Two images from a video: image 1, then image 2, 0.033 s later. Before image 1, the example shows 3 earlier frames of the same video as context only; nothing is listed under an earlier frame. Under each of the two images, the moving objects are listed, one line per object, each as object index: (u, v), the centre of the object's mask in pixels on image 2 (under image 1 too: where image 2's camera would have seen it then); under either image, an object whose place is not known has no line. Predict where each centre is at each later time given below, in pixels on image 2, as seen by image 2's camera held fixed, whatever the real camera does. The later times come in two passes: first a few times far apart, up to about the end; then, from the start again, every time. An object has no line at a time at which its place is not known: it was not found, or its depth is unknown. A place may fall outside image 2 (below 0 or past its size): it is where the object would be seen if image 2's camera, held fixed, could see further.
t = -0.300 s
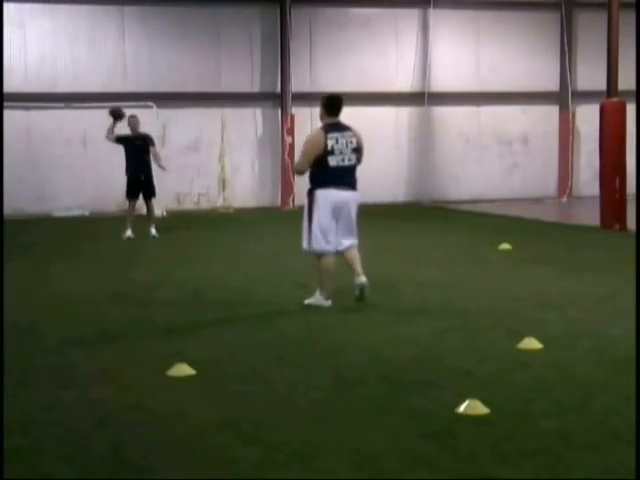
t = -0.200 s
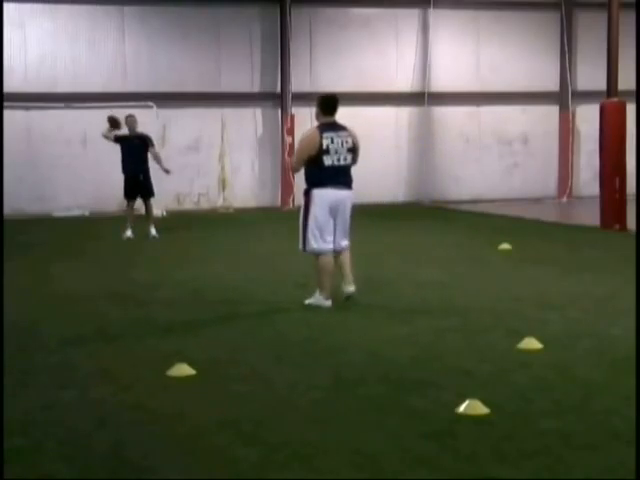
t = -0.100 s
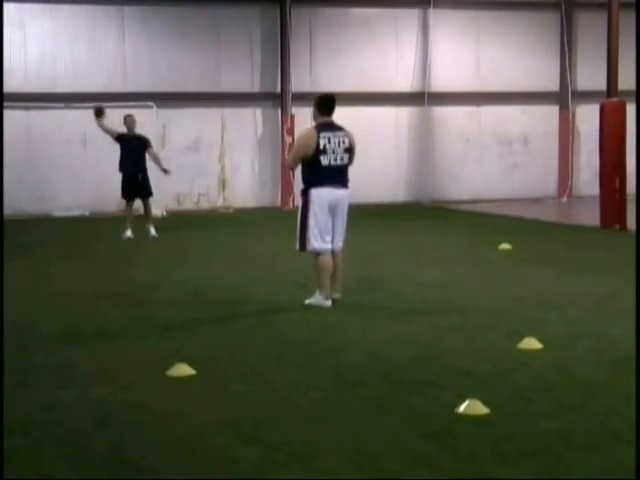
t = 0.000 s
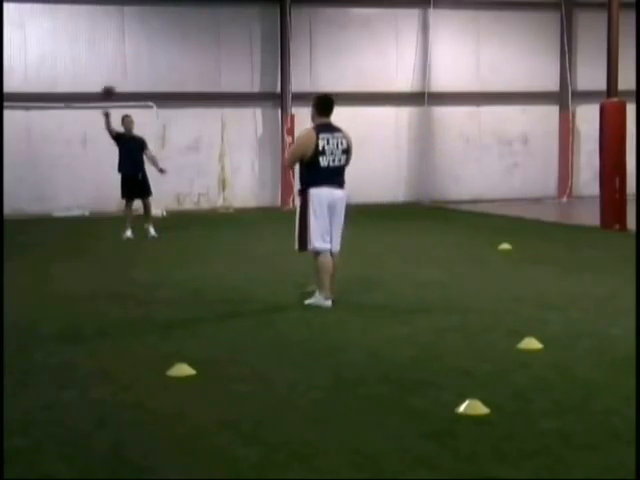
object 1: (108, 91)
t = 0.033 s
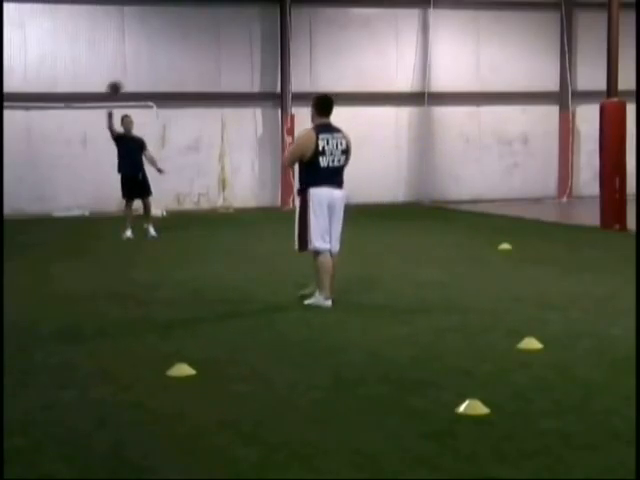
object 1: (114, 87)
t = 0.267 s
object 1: (166, 74)
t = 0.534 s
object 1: (247, 119)
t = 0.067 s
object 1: (121, 82)
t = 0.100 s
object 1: (128, 79)
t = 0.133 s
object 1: (136, 76)
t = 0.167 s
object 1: (143, 73)
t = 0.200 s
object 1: (150, 73)
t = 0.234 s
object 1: (157, 72)
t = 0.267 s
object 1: (166, 74)
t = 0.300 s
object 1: (175, 75)
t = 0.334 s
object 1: (184, 78)
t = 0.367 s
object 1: (193, 81)
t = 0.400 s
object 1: (202, 86)
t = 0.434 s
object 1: (212, 92)
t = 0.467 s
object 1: (224, 103)
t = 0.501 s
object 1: (235, 109)
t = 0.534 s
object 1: (247, 119)
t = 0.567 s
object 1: (259, 130)
